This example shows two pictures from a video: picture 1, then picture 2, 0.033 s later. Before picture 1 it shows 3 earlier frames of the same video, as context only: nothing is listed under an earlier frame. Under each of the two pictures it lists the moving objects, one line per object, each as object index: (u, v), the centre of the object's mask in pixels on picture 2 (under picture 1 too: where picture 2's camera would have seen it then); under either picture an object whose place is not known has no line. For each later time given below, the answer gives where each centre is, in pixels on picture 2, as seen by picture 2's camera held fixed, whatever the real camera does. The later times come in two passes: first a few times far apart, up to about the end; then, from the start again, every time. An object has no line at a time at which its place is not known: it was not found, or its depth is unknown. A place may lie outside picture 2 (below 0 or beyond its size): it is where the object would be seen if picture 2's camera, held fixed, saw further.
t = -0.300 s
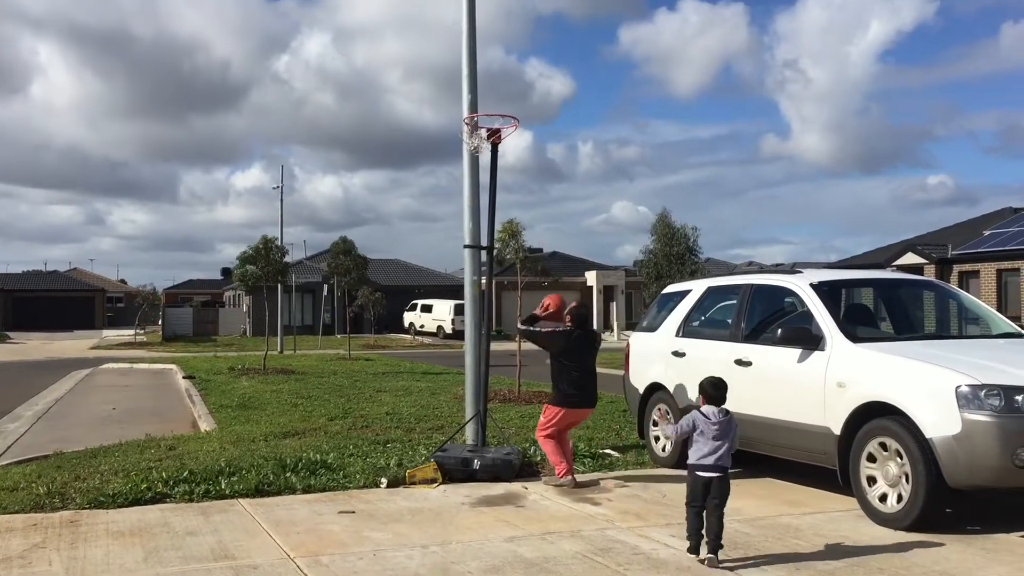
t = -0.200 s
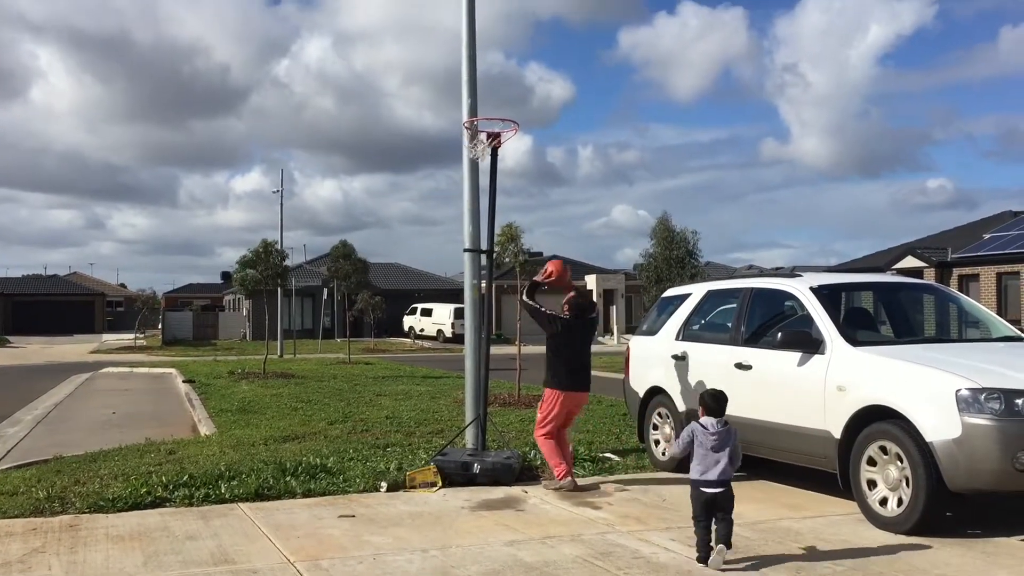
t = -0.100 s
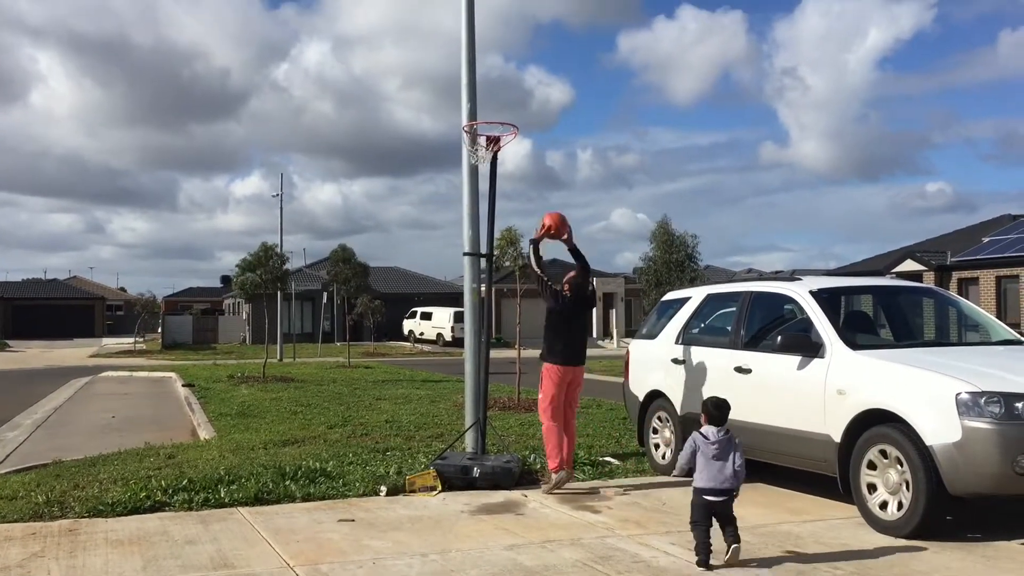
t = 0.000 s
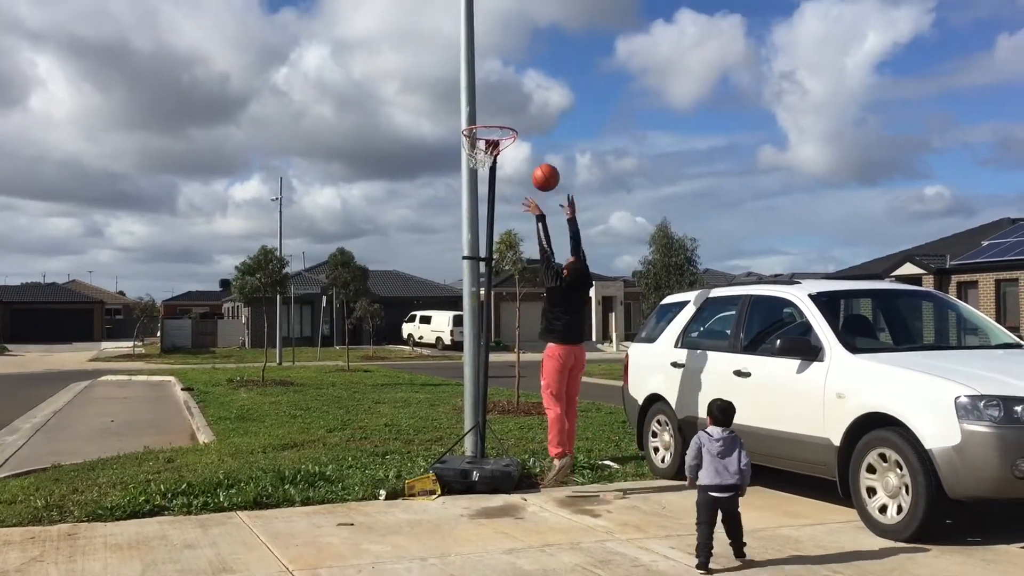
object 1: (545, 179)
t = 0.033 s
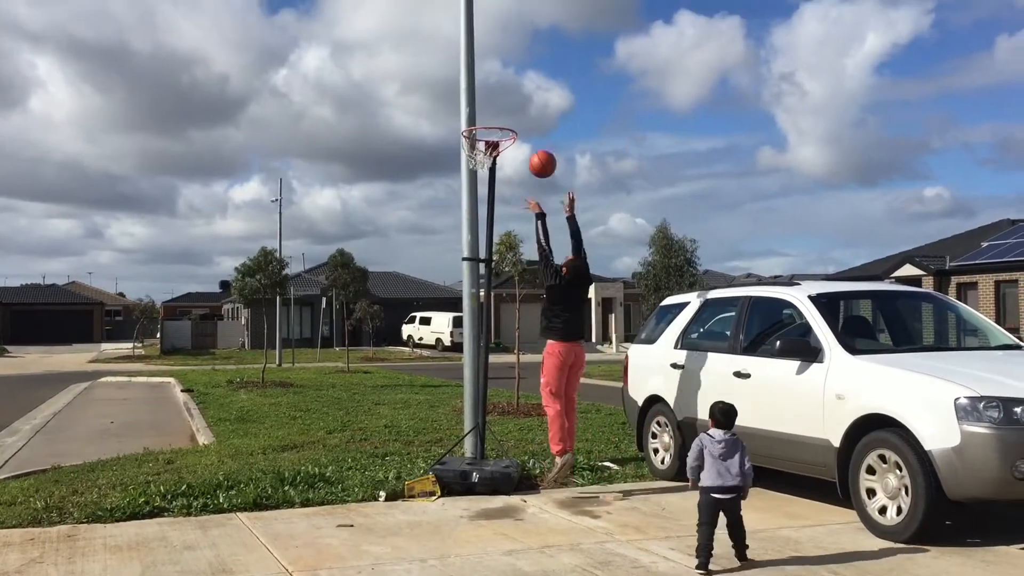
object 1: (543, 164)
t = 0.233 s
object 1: (527, 104)
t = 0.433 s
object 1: (512, 90)
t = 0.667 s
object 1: (498, 114)
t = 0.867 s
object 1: (491, 122)
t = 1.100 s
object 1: (484, 175)
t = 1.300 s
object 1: (479, 264)
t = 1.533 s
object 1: (470, 419)
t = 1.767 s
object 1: (458, 453)
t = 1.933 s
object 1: (450, 465)
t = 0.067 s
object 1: (540, 150)
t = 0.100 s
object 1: (538, 139)
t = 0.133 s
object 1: (535, 128)
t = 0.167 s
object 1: (532, 119)
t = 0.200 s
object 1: (529, 111)
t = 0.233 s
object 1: (527, 104)
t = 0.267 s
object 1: (524, 98)
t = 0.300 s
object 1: (522, 94)
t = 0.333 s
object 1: (519, 91)
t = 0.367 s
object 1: (517, 90)
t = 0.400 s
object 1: (515, 89)
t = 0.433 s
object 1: (512, 90)
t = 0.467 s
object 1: (510, 92)
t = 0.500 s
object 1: (507, 96)
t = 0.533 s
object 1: (505, 100)
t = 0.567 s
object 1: (502, 106)
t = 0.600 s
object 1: (500, 113)
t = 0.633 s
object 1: (499, 114)
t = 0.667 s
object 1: (498, 114)
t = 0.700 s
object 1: (496, 114)
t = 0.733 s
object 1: (495, 115)
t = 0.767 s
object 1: (494, 115)
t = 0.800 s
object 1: (493, 116)
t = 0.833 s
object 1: (492, 118)
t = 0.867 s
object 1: (491, 122)
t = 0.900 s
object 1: (490, 126)
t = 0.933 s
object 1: (489, 133)
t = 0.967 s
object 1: (488, 139)
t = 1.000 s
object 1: (487, 146)
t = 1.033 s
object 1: (487, 154)
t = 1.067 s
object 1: (485, 165)
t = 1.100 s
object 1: (484, 175)
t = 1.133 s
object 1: (483, 186)
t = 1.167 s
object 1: (482, 200)
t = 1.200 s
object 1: (481, 214)
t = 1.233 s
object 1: (480, 230)
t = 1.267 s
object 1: (480, 246)
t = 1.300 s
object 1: (479, 264)
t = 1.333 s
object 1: (478, 283)
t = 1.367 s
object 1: (476, 304)
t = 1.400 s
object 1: (475, 326)
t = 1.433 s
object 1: (474, 348)
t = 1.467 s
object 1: (472, 371)
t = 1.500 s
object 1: (471, 394)
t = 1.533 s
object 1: (470, 419)
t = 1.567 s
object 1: (469, 425)
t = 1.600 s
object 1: (467, 429)
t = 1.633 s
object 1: (465, 434)
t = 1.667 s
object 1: (462, 441)
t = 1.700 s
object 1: (461, 449)
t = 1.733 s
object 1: (459, 455)
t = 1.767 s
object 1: (458, 453)
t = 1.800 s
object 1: (457, 453)
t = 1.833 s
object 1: (455, 453)
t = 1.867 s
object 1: (454, 455)
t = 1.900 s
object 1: (452, 459)
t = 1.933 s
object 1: (450, 465)
